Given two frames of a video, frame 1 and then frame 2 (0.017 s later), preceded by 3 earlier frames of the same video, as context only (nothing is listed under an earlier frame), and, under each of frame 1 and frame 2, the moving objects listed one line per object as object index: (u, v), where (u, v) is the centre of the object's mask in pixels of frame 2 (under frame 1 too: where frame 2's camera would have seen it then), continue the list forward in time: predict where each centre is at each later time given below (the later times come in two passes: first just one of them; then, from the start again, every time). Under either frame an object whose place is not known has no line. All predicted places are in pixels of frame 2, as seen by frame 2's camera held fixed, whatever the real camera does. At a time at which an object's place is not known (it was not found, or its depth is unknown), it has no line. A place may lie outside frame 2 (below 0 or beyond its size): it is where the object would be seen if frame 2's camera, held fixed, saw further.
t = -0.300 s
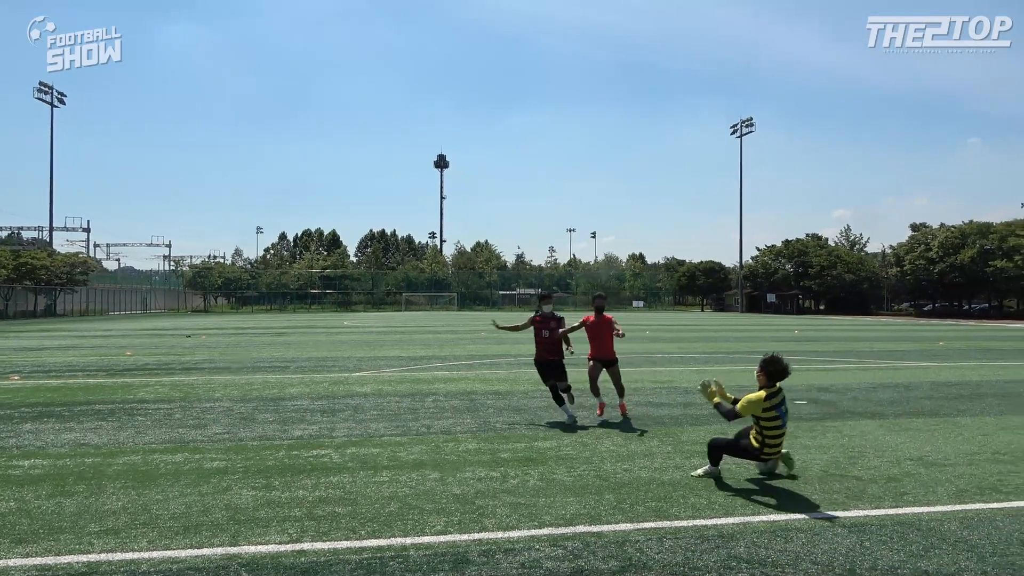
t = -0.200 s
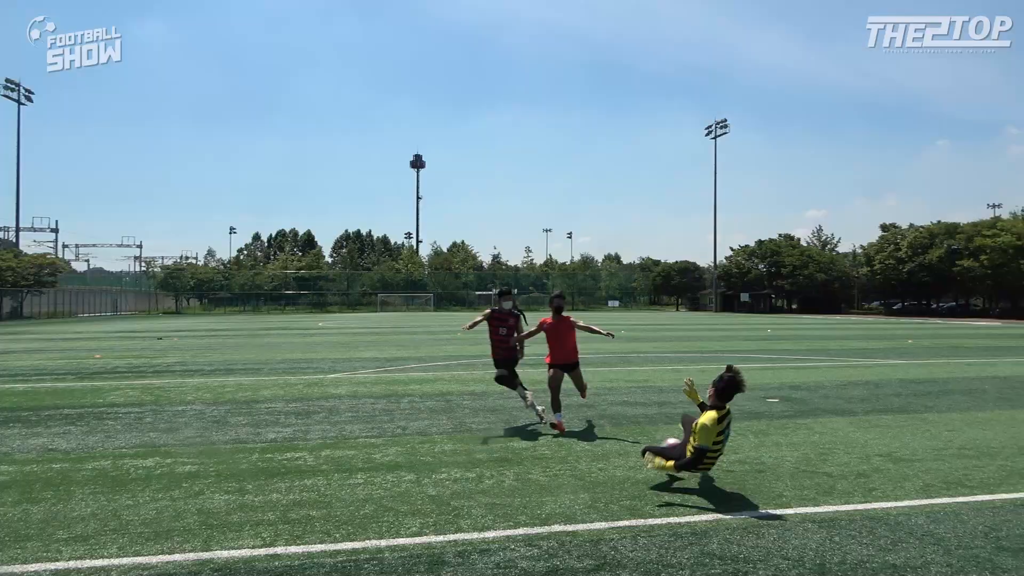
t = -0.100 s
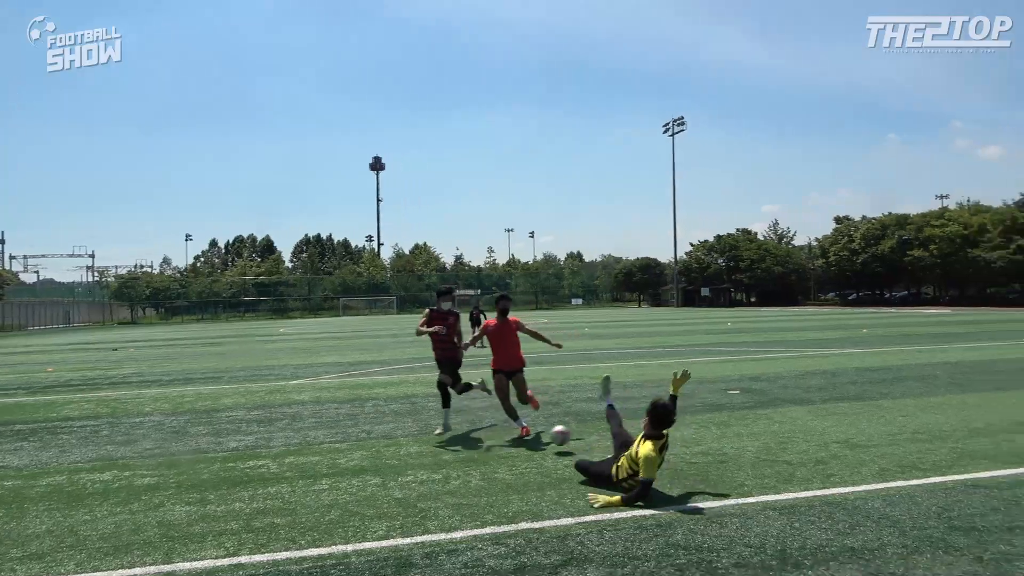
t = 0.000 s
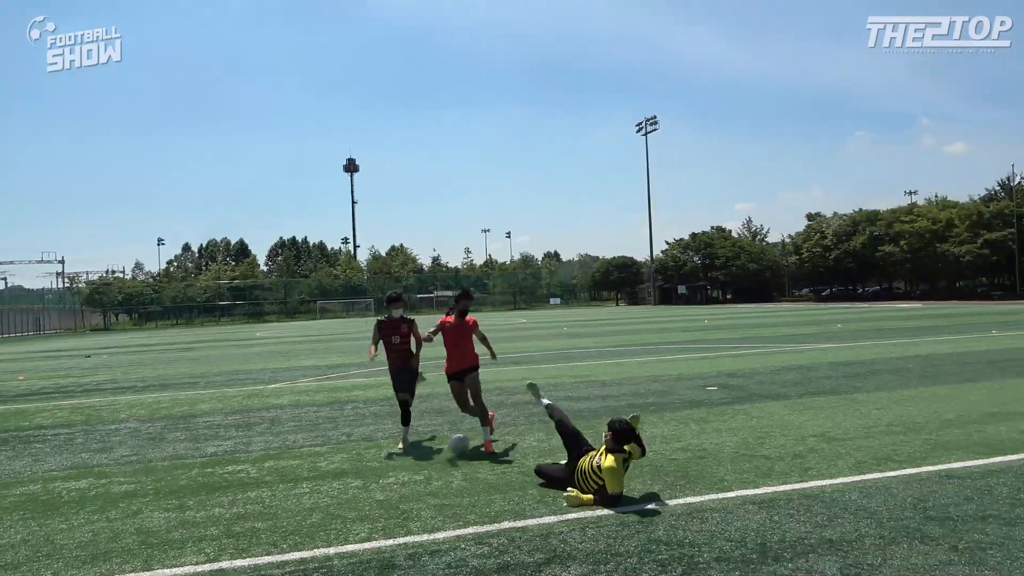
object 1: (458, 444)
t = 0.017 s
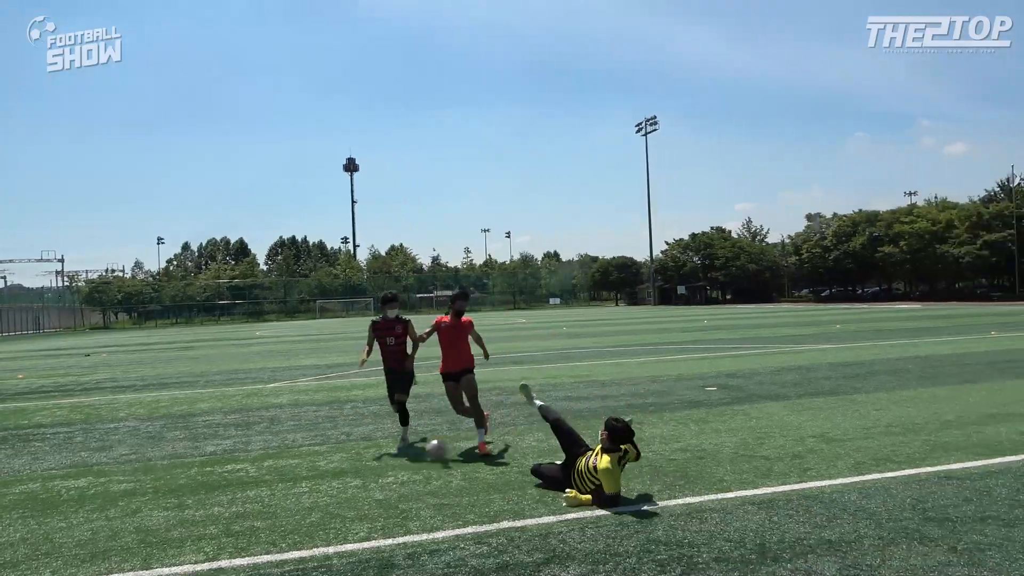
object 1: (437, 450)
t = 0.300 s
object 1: (-44, 538)
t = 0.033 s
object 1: (415, 454)
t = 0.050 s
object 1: (394, 455)
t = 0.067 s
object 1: (372, 458)
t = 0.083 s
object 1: (349, 462)
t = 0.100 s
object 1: (325, 466)
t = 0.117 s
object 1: (299, 471)
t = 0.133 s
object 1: (274, 476)
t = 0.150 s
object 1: (246, 482)
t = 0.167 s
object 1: (216, 489)
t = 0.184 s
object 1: (186, 496)
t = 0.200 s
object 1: (155, 503)
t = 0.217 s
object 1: (122, 512)
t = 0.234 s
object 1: (89, 519)
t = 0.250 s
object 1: (58, 523)
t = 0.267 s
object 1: (25, 528)
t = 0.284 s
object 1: (-9, 533)
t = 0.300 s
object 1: (-44, 538)
